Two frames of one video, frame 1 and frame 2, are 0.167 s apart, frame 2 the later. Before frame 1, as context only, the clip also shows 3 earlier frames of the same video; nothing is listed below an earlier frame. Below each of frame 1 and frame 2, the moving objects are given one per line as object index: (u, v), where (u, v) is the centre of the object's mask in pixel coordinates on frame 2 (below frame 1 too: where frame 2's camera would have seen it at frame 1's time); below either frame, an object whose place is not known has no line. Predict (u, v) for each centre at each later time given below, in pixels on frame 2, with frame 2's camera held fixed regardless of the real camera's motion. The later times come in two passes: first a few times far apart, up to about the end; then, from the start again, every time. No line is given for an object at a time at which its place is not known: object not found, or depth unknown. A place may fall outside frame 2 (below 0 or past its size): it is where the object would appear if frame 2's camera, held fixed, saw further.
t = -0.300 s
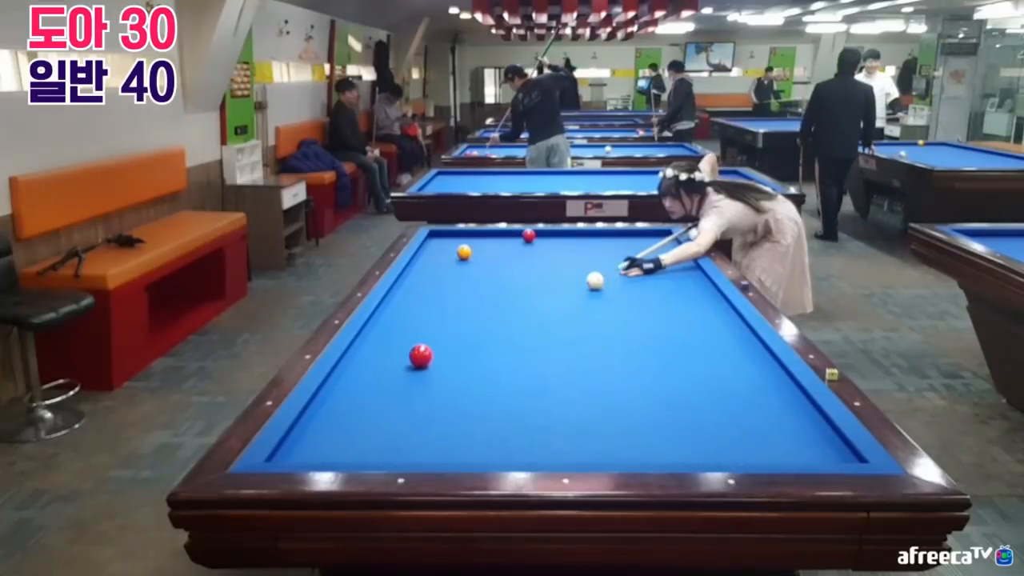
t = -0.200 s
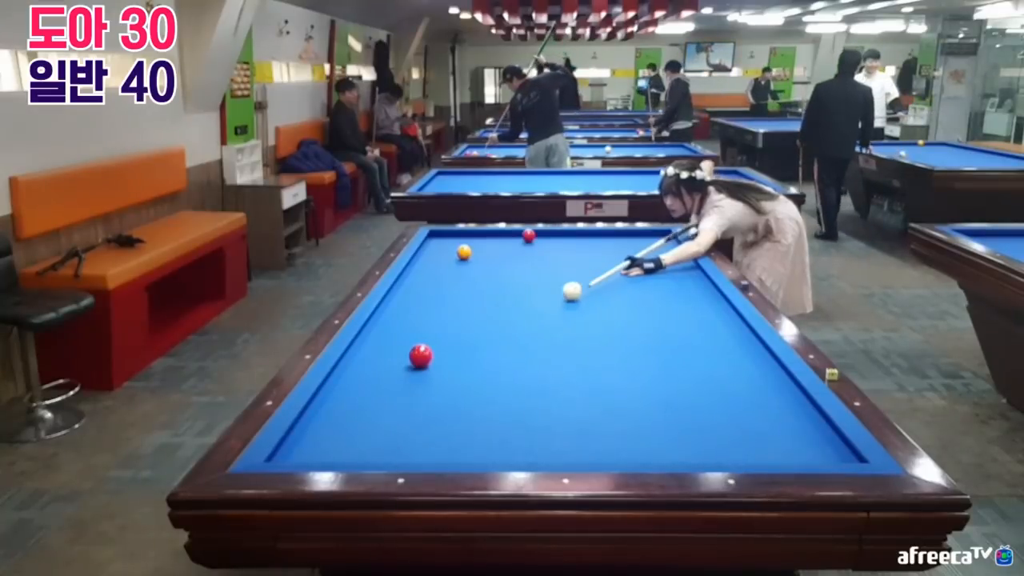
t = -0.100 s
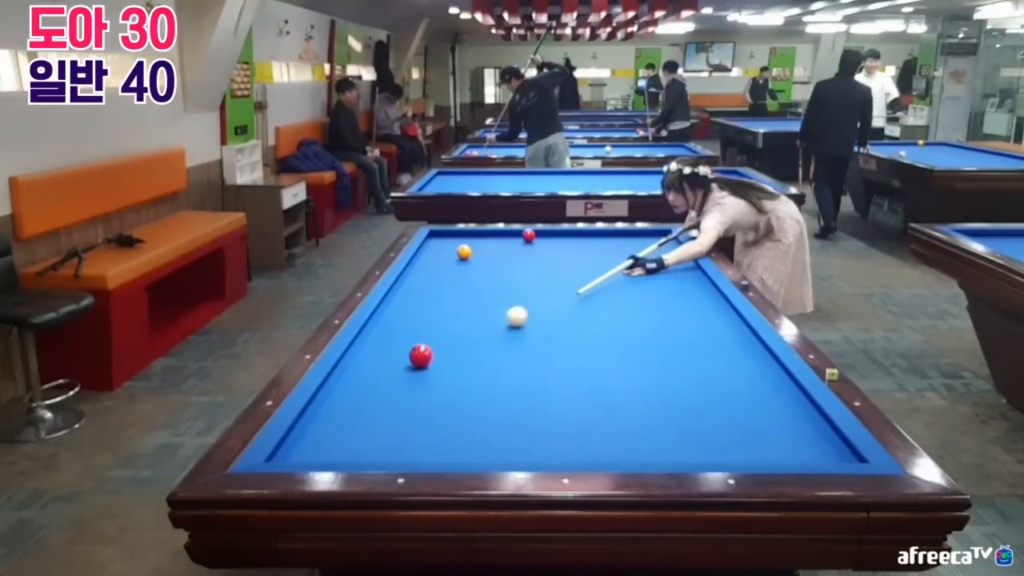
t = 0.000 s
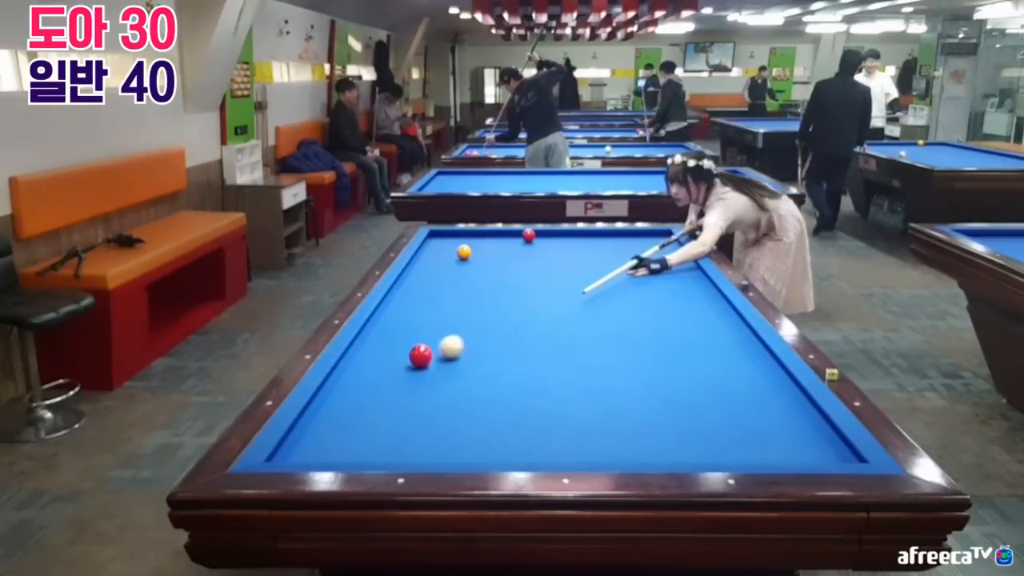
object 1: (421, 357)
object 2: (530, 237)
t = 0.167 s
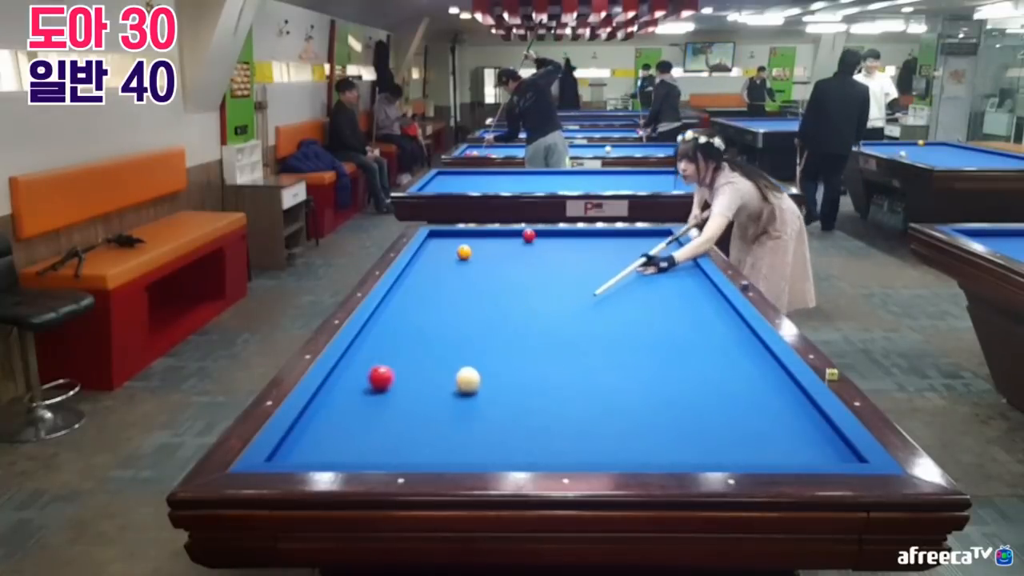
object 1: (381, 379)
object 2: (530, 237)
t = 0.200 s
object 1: (400, 381)
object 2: (528, 235)
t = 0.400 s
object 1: (508, 399)
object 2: (528, 235)
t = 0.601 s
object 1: (618, 417)
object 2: (528, 235)
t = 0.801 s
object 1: (741, 437)
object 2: (528, 235)
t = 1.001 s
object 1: (823, 451)
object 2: (528, 235)
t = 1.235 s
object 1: (737, 453)
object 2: (528, 235)
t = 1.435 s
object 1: (677, 450)
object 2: (528, 235)
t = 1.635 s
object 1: (620, 447)
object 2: (528, 235)
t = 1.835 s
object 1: (564, 445)
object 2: (528, 235)
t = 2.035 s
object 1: (512, 441)
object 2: (528, 235)
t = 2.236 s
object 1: (461, 437)
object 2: (528, 235)
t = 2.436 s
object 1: (411, 434)
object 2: (528, 235)
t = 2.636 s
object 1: (364, 431)
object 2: (528, 235)
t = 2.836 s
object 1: (318, 427)
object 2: (528, 235)
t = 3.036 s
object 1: (327, 424)
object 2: (528, 235)
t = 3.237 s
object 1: (356, 421)
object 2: (528, 235)
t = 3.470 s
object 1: (388, 418)
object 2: (528, 235)
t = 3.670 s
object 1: (414, 416)
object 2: (528, 235)
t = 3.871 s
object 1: (439, 413)
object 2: (526, 236)
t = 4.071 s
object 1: (463, 411)
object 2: (518, 237)
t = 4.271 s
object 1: (486, 409)
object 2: (508, 239)
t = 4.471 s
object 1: (508, 406)
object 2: (500, 240)
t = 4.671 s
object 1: (529, 404)
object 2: (491, 242)
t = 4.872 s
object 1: (549, 402)
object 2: (482, 244)
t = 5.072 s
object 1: (569, 400)
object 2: (475, 245)
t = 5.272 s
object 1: (587, 399)
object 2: (467, 244)
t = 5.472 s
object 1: (605, 397)
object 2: (455, 248)
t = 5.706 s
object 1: (625, 396)
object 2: (448, 250)
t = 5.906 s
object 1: (641, 394)
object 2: (440, 252)
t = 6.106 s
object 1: (656, 393)
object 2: (432, 253)
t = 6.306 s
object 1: (670, 391)
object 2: (425, 255)
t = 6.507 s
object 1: (684, 390)
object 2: (421, 256)
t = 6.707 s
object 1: (697, 389)
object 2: (424, 256)
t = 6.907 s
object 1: (710, 388)
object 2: (427, 257)
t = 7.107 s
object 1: (722, 387)
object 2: (430, 258)
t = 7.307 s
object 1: (735, 386)
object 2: (433, 259)
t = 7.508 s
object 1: (746, 385)
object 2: (436, 259)
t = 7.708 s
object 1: (755, 385)
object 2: (438, 260)
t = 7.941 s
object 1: (766, 384)
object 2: (441, 260)
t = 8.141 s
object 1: (775, 384)
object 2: (443, 260)
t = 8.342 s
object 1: (783, 383)
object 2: (445, 261)
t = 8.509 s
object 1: (785, 383)
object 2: (446, 261)
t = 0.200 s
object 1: (400, 381)
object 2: (528, 235)
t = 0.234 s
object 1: (419, 384)
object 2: (528, 235)
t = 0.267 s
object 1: (438, 387)
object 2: (528, 235)
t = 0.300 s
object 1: (456, 391)
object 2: (528, 235)
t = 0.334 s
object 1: (473, 393)
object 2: (528, 235)
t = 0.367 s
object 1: (490, 396)
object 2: (528, 235)
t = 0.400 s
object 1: (508, 399)
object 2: (528, 235)
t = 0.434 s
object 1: (525, 402)
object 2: (528, 235)
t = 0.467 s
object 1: (543, 405)
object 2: (528, 235)
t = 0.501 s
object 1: (561, 408)
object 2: (528, 235)
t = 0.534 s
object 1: (580, 411)
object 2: (528, 235)
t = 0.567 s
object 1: (599, 414)
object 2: (528, 235)
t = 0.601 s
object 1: (618, 417)
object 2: (528, 235)
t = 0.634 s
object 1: (638, 420)
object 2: (528, 235)
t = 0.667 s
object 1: (658, 423)
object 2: (528, 235)
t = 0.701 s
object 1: (678, 426)
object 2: (528, 235)
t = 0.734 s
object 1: (699, 430)
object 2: (528, 235)
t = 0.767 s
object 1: (720, 434)
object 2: (528, 235)
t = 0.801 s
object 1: (741, 437)
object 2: (528, 235)
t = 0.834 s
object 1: (763, 441)
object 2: (528, 235)
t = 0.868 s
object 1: (785, 444)
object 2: (528, 235)
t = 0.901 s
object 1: (808, 447)
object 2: (528, 235)
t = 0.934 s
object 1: (831, 449)
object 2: (528, 235)
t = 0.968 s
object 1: (840, 451)
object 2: (528, 235)
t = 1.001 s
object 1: (823, 451)
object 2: (528, 235)
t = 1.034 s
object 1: (807, 452)
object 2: (528, 235)
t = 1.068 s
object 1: (793, 452)
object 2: (528, 235)
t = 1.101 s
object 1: (780, 453)
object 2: (528, 235)
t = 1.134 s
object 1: (768, 453)
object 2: (528, 235)
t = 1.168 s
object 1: (758, 453)
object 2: (528, 235)
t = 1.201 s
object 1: (747, 453)
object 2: (528, 235)
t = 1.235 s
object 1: (737, 453)
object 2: (528, 235)
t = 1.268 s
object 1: (727, 452)
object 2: (528, 235)
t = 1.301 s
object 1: (717, 452)
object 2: (528, 235)
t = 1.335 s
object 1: (707, 451)
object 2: (528, 235)
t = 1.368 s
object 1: (697, 451)
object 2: (528, 235)
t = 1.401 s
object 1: (687, 450)
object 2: (528, 235)
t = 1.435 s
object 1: (677, 450)
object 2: (528, 235)
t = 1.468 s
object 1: (668, 450)
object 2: (528, 235)
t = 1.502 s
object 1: (658, 449)
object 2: (528, 235)
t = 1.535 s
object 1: (649, 448)
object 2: (528, 235)
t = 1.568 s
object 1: (639, 448)
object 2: (528, 235)
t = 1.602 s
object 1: (629, 448)
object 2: (528, 235)
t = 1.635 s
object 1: (620, 447)
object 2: (528, 235)
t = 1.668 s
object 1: (610, 447)
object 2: (528, 235)
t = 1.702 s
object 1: (601, 446)
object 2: (528, 235)
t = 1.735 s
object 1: (592, 446)
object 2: (528, 235)
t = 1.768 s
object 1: (583, 445)
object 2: (528, 235)
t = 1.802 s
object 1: (574, 445)
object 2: (528, 235)
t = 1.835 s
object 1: (564, 445)
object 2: (528, 235)
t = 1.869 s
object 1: (556, 444)
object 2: (528, 235)
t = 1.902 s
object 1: (547, 443)
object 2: (528, 235)
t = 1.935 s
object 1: (538, 443)
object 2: (528, 235)
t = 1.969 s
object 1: (529, 443)
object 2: (528, 235)
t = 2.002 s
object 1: (520, 442)
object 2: (528, 235)
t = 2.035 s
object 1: (512, 441)
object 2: (528, 235)
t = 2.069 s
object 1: (503, 441)
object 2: (528, 235)
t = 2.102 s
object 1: (494, 440)
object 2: (528, 235)
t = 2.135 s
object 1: (486, 439)
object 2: (528, 235)
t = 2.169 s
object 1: (477, 439)
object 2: (528, 235)
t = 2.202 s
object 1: (469, 438)
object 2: (528, 235)
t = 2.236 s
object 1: (461, 437)
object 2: (528, 235)
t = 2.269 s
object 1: (452, 437)
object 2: (528, 235)
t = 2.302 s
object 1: (444, 436)
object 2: (528, 235)
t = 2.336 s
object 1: (436, 435)
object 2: (528, 235)
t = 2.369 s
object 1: (427, 435)
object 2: (528, 235)
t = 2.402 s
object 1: (419, 434)
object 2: (528, 235)
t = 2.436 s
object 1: (411, 434)
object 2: (528, 235)
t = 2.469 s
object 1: (403, 433)
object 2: (528, 235)
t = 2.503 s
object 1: (395, 433)
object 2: (528, 235)
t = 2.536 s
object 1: (387, 432)
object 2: (528, 235)
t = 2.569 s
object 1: (379, 432)
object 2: (528, 235)
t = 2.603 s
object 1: (371, 431)
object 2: (528, 235)
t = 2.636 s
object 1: (364, 431)
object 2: (528, 235)
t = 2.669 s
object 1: (356, 430)
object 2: (528, 235)
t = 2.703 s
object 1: (348, 430)
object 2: (528, 235)
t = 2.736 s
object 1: (341, 429)
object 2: (528, 235)
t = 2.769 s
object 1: (333, 428)
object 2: (528, 235)
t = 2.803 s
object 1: (325, 428)
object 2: (528, 235)
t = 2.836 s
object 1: (318, 427)
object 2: (528, 235)
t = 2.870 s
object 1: (310, 427)
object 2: (528, 235)
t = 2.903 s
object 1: (305, 426)
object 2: (528, 235)
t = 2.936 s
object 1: (312, 426)
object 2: (528, 235)
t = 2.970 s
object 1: (317, 425)
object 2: (528, 235)
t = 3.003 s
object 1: (323, 425)
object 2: (528, 235)
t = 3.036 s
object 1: (327, 424)
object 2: (528, 235)
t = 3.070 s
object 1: (332, 424)
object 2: (528, 235)
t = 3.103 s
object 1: (337, 423)
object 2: (528, 235)
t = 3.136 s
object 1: (342, 423)
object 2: (528, 235)
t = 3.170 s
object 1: (347, 422)
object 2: (528, 235)
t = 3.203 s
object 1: (351, 422)
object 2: (528, 235)
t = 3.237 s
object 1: (356, 421)
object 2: (528, 235)
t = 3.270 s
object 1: (361, 421)
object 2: (528, 235)
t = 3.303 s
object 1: (366, 420)
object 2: (528, 235)
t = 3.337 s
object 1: (370, 420)
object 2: (528, 235)
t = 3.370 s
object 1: (375, 419)
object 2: (528, 235)
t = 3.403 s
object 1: (379, 419)
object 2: (528, 235)
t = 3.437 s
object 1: (384, 418)
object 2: (528, 235)
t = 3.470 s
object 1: (388, 418)
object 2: (528, 235)
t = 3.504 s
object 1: (393, 418)
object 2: (528, 235)
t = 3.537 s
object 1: (397, 417)
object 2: (528, 235)
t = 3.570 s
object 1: (401, 417)
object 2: (528, 235)
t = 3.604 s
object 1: (406, 416)
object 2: (528, 235)
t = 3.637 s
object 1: (410, 416)
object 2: (528, 235)
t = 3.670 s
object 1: (414, 416)
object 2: (528, 235)
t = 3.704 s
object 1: (419, 415)
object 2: (528, 235)
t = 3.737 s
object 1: (423, 415)
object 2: (528, 235)
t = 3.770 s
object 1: (427, 414)
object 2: (528, 235)
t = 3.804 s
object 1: (431, 414)
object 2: (528, 235)
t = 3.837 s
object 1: (435, 414)
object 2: (528, 236)
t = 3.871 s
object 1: (439, 413)
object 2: (526, 236)
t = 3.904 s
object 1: (444, 413)
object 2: (525, 236)
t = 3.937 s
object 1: (448, 412)
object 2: (523, 236)
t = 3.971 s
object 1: (451, 412)
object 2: (522, 236)
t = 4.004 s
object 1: (456, 412)
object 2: (521, 237)
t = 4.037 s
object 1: (459, 411)
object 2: (519, 237)
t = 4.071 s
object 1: (463, 411)
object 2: (518, 237)
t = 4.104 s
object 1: (467, 410)
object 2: (516, 237)
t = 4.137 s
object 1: (471, 410)
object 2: (514, 238)
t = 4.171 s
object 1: (475, 410)
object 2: (513, 238)
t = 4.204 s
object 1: (479, 409)
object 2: (511, 238)
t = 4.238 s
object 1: (483, 409)
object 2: (510, 238)
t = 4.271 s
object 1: (486, 409)
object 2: (508, 239)
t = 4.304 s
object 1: (490, 408)
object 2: (507, 239)
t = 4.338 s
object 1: (494, 408)
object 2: (505, 239)
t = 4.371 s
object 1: (498, 407)
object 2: (504, 240)
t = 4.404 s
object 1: (501, 407)
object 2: (502, 240)
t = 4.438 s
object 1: (505, 407)
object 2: (501, 240)
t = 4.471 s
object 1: (508, 406)
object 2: (500, 240)
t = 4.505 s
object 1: (512, 406)
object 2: (498, 241)
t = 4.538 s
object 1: (516, 406)
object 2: (497, 241)
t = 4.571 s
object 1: (519, 405)
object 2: (495, 241)
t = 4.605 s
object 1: (523, 405)
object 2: (494, 242)
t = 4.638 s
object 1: (526, 405)
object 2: (492, 242)
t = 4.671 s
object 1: (529, 404)
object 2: (491, 242)
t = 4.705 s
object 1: (533, 404)
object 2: (489, 242)
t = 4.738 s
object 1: (536, 403)
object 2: (488, 243)
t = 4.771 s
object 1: (539, 403)
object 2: (487, 243)
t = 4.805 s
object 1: (543, 403)
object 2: (485, 243)
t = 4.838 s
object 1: (546, 403)
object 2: (484, 243)
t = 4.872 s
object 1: (549, 402)
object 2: (482, 244)
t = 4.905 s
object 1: (553, 402)
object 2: (481, 244)
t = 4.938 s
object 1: (556, 402)
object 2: (480, 244)
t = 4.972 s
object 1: (559, 401)
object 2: (478, 244)
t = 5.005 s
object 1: (563, 401)
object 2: (477, 245)
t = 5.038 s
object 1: (566, 401)
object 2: (476, 245)
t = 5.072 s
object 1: (569, 400)
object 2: (475, 245)
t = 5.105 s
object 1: (572, 401)
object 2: (473, 245)
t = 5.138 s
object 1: (575, 400)
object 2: (472, 244)
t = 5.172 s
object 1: (578, 400)
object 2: (471, 245)
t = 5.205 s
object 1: (581, 400)
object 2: (470, 244)
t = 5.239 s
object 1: (584, 399)
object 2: (469, 244)
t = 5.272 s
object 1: (587, 399)
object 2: (467, 244)
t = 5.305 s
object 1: (590, 399)
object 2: (466, 244)
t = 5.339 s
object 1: (593, 399)
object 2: (463, 244)
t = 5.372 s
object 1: (596, 398)
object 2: (461, 244)
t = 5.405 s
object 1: (599, 398)
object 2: (458, 245)
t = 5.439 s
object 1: (602, 398)
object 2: (456, 247)
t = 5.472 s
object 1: (605, 397)
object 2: (455, 248)
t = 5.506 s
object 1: (608, 397)
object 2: (454, 249)
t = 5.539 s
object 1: (611, 397)
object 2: (453, 249)
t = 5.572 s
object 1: (614, 397)
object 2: (452, 249)
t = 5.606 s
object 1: (616, 396)
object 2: (451, 250)
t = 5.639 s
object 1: (619, 396)
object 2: (450, 250)
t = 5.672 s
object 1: (622, 396)
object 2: (449, 250)
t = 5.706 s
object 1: (625, 396)
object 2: (448, 250)
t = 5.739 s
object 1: (627, 396)
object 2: (447, 251)
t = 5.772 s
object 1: (630, 395)
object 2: (445, 251)
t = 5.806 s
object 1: (633, 395)
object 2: (444, 251)
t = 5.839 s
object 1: (635, 395)
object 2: (443, 251)
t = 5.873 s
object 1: (638, 394)
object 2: (441, 252)
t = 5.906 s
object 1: (641, 394)
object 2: (440, 252)
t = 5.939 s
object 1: (643, 394)
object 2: (438, 252)
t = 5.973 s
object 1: (646, 394)
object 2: (437, 252)
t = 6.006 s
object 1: (649, 393)
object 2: (436, 253)
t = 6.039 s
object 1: (651, 393)
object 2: (435, 253)
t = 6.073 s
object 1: (654, 393)
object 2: (434, 253)
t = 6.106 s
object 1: (656, 393)
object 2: (432, 253)
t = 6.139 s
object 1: (658, 392)
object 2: (431, 254)
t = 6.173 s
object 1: (661, 392)
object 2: (430, 254)
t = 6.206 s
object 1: (663, 392)
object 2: (429, 254)
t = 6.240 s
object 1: (666, 392)
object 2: (427, 254)
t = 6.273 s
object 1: (668, 392)
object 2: (426, 255)
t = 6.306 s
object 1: (670, 391)
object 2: (425, 255)
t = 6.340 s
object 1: (673, 391)
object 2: (424, 255)
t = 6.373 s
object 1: (675, 391)
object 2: (422, 255)
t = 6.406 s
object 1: (677, 391)
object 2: (421, 255)
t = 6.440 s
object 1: (680, 390)
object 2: (420, 255)
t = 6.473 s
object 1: (682, 390)
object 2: (420, 256)
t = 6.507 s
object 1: (684, 390)
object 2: (421, 256)
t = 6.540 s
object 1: (686, 390)
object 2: (421, 256)
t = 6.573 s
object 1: (688, 390)
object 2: (422, 256)
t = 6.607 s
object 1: (691, 389)
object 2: (422, 256)
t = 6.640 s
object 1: (693, 389)
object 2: (423, 256)
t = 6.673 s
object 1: (695, 389)
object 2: (423, 256)
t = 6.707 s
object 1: (697, 389)
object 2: (424, 256)
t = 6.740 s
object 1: (699, 389)
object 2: (425, 256)
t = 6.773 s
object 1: (701, 389)
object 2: (425, 256)
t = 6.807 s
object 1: (703, 389)
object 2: (425, 257)
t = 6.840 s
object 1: (706, 388)
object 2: (426, 257)
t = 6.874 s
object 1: (708, 388)
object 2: (427, 257)
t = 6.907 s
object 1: (710, 388)
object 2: (427, 257)
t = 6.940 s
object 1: (712, 388)
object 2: (428, 257)
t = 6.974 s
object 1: (714, 388)
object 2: (428, 257)
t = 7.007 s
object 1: (716, 388)
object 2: (429, 258)
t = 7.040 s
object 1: (718, 388)
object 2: (429, 258)
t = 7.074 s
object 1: (720, 388)
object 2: (430, 258)
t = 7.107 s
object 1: (722, 387)
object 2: (430, 258)
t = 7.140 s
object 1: (724, 387)
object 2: (431, 258)
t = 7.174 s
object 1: (726, 387)
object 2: (431, 258)
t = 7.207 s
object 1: (727, 387)
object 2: (432, 258)
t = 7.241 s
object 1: (731, 386)
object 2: (432, 259)
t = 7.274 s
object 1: (733, 386)
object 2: (433, 259)
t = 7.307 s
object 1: (735, 386)
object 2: (433, 259)
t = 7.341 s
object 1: (737, 386)
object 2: (434, 259)
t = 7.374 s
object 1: (739, 386)
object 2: (434, 259)
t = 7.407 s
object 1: (740, 386)
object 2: (435, 259)
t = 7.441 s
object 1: (742, 386)
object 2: (435, 259)
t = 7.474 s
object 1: (744, 386)
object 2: (435, 259)
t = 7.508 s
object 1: (746, 385)
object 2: (436, 259)
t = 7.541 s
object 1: (747, 385)
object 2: (436, 259)
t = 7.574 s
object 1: (749, 385)
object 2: (437, 260)
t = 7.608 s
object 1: (751, 385)
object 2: (437, 260)
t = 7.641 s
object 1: (752, 385)
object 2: (438, 260)
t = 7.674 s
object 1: (754, 385)
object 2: (438, 260)
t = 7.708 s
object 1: (755, 385)
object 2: (438, 260)
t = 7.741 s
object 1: (757, 385)
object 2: (439, 260)
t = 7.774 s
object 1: (759, 385)
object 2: (439, 260)
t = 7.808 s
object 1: (760, 385)
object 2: (440, 260)
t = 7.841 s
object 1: (762, 385)
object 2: (440, 260)
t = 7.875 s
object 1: (764, 384)
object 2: (440, 260)
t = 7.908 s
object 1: (765, 384)
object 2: (441, 260)
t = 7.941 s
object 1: (766, 384)
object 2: (441, 260)
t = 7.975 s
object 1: (768, 384)
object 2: (441, 260)
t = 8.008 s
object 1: (770, 384)
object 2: (442, 260)
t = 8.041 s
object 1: (771, 384)
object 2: (442, 260)
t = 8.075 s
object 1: (772, 384)
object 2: (442, 260)
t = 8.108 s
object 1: (774, 384)
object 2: (443, 260)
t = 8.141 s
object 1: (775, 384)
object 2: (443, 260)
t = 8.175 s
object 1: (777, 384)
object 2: (443, 260)
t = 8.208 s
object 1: (778, 384)
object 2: (444, 260)
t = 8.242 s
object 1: (779, 383)
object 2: (444, 260)
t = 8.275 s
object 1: (780, 383)
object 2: (444, 260)
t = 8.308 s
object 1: (782, 383)
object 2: (444, 261)
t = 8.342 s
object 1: (783, 383)
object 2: (445, 261)
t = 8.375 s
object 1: (785, 383)
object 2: (445, 261)
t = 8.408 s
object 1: (786, 383)
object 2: (445, 261)
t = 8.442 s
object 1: (786, 383)
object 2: (446, 261)
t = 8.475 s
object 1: (786, 383)
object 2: (446, 261)
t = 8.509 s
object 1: (785, 383)
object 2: (446, 261)
